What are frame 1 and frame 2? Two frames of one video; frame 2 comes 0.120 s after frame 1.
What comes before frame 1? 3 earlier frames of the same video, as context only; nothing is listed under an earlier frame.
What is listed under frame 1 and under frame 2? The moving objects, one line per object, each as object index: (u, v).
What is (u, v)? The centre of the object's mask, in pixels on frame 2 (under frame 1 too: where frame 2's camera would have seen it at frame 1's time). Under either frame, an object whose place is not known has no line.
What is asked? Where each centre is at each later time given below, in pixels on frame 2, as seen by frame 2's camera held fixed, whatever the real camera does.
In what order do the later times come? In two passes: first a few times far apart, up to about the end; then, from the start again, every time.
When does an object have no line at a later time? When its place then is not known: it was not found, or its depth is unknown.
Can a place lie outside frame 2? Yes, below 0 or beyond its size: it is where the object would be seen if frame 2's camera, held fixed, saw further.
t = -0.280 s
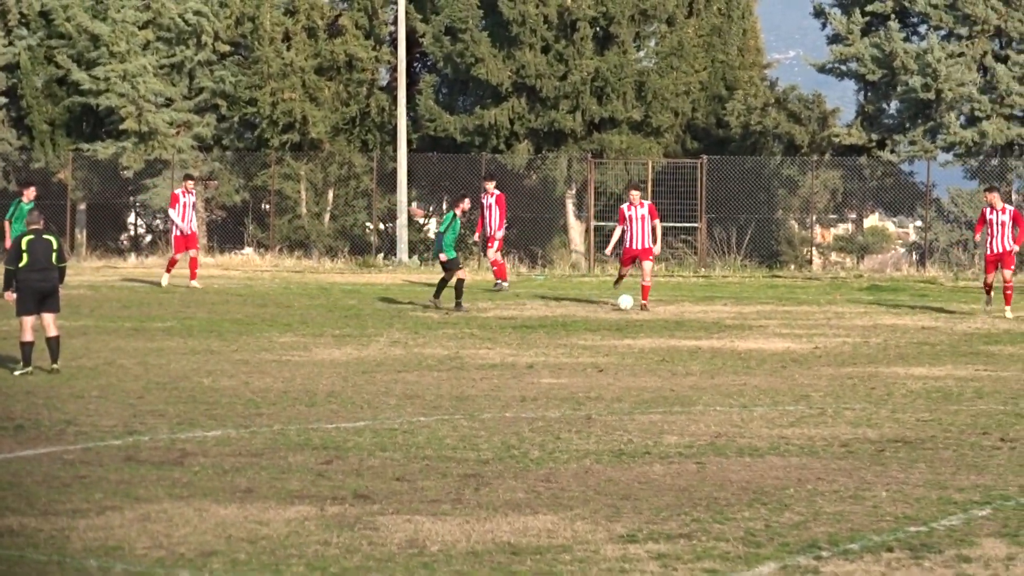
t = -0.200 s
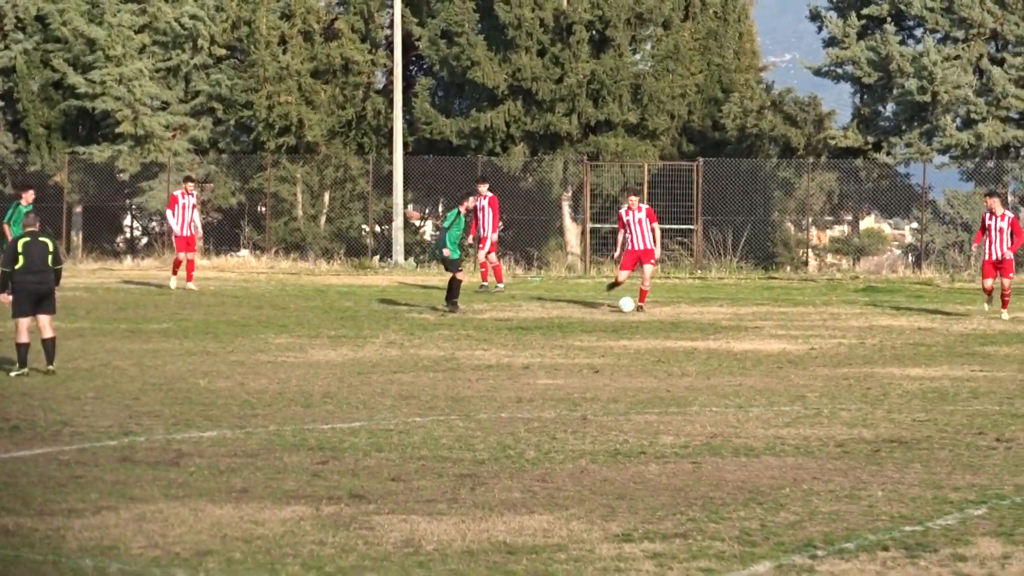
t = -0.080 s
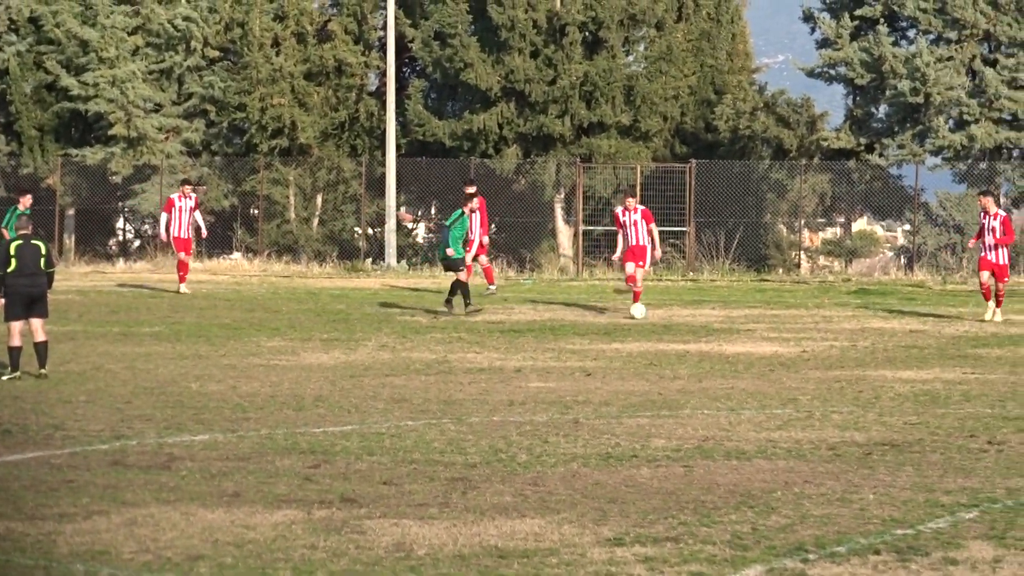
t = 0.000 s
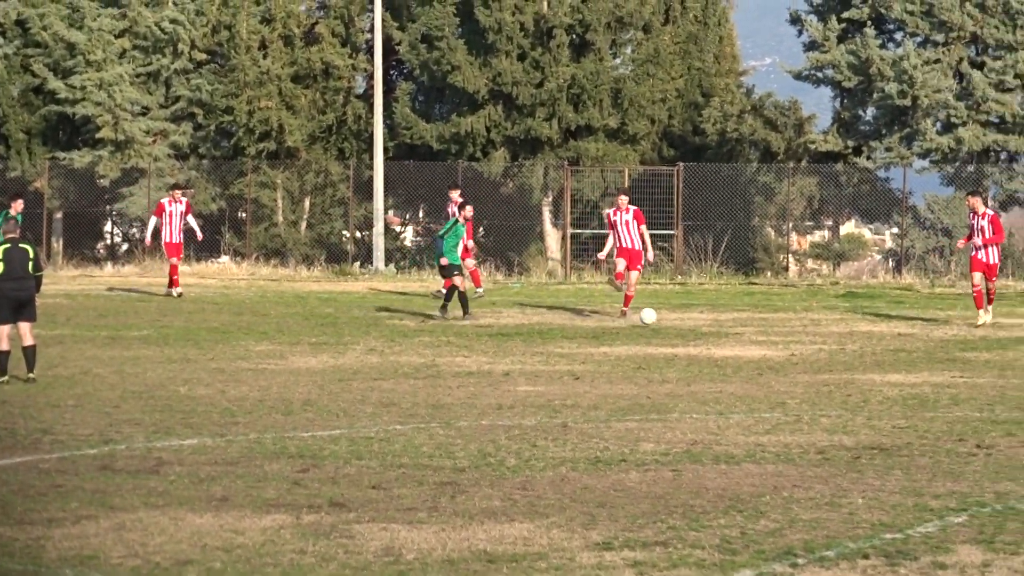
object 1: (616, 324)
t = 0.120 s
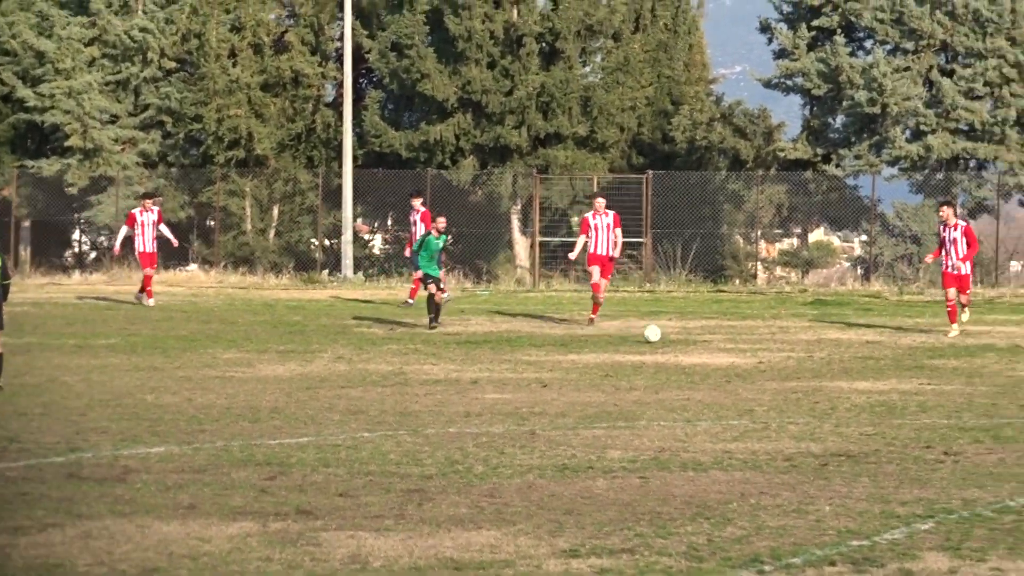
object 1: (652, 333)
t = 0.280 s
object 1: (704, 341)
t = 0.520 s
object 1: (779, 355)
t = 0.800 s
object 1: (860, 355)
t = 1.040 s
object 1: (933, 374)
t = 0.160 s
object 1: (665, 337)
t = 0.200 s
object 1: (678, 337)
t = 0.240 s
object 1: (691, 338)
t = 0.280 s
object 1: (704, 341)
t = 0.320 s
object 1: (717, 346)
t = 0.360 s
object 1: (730, 346)
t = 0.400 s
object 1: (742, 345)
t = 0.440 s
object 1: (754, 346)
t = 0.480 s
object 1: (766, 350)
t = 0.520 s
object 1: (779, 355)
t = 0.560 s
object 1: (792, 361)
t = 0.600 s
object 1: (805, 360)
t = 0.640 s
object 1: (816, 355)
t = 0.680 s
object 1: (828, 352)
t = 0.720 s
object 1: (839, 352)
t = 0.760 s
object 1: (851, 352)
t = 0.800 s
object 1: (860, 355)
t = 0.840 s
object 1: (874, 359)
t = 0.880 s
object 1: (885, 366)
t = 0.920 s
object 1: (896, 373)
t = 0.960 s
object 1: (909, 381)
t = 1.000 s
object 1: (921, 377)
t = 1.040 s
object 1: (933, 374)
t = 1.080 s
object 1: (945, 374)
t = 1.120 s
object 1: (958, 376)
